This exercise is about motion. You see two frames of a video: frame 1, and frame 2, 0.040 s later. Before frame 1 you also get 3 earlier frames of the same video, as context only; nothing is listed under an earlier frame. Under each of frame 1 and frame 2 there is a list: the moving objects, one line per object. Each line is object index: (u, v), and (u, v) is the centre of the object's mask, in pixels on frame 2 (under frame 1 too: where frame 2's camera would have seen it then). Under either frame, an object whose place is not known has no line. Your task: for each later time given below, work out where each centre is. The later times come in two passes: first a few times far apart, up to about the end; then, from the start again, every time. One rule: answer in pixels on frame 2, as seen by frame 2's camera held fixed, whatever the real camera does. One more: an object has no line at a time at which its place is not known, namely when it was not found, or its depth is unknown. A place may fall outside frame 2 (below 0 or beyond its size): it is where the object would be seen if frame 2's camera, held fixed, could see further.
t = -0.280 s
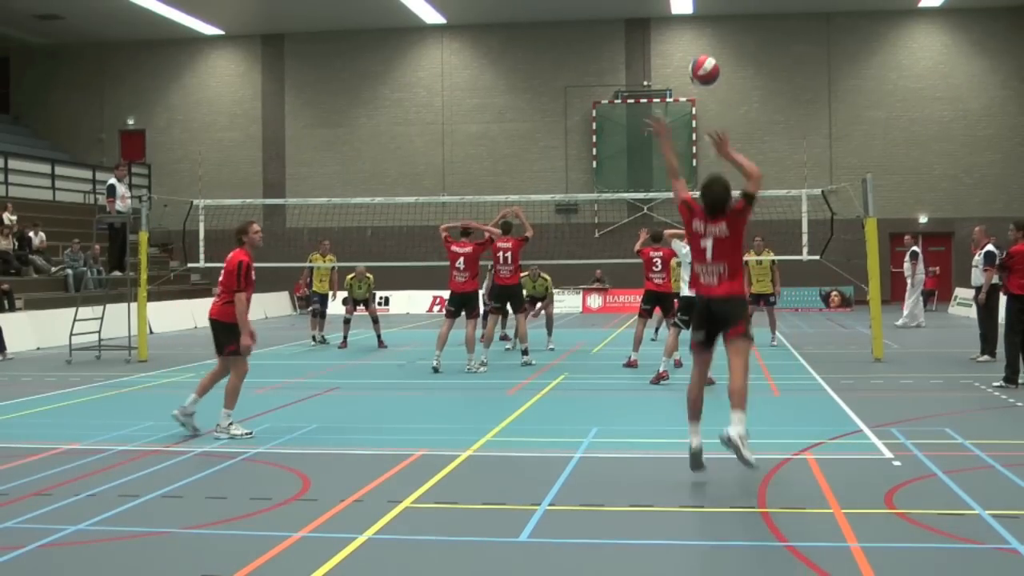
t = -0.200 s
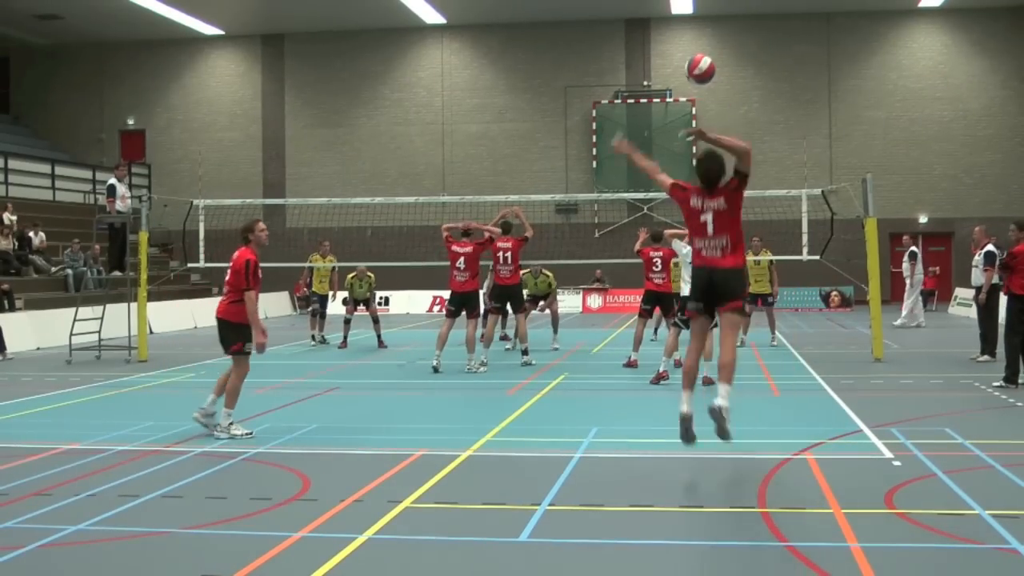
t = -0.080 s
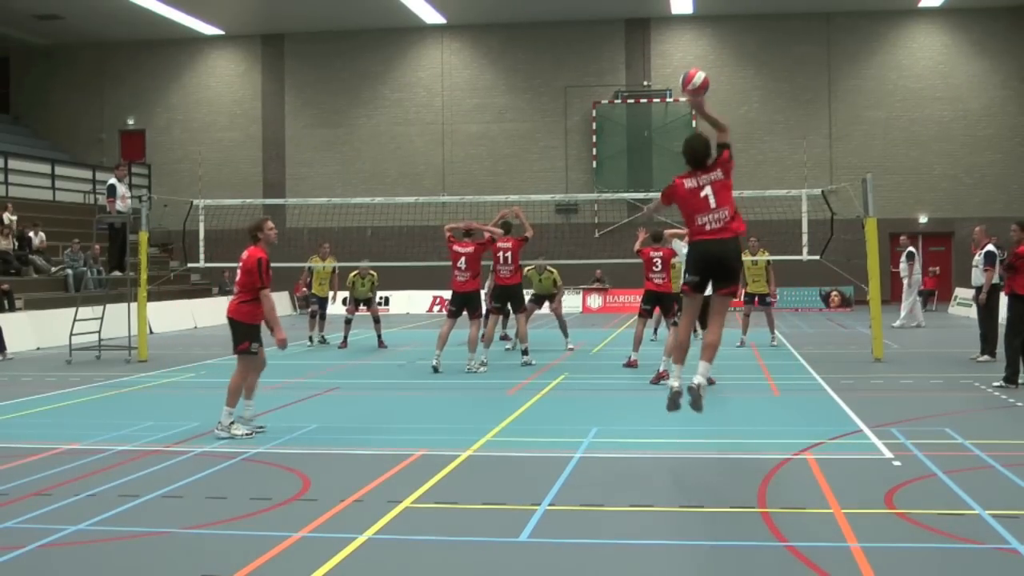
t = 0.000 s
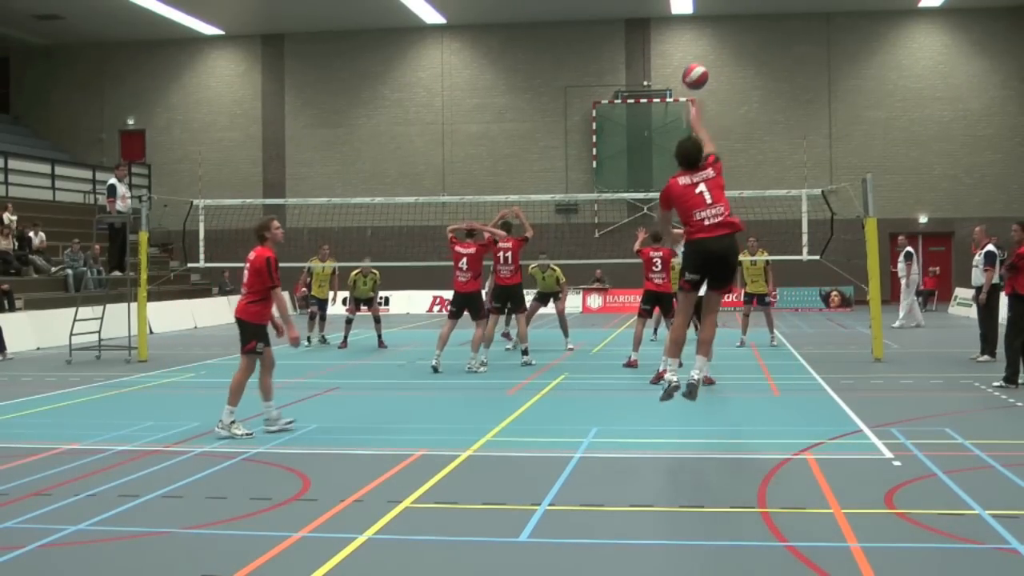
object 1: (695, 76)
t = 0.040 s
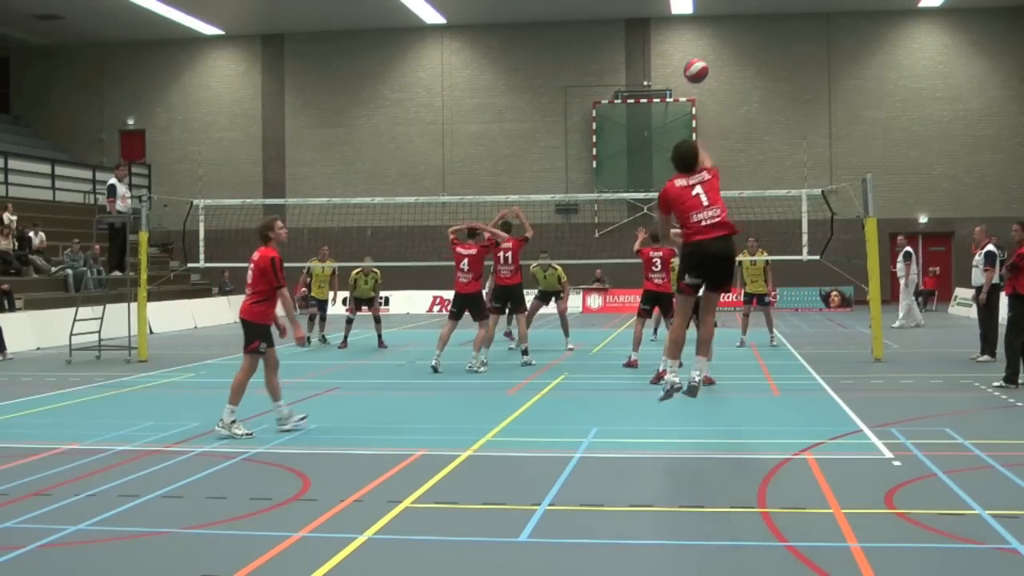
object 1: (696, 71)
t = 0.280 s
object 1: (711, 73)
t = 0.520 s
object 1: (720, 106)
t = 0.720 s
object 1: (728, 149)
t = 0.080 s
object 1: (697, 67)
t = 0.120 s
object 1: (699, 65)
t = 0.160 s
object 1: (701, 65)
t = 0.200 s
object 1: (705, 67)
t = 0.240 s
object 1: (708, 69)
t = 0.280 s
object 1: (711, 73)
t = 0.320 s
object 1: (713, 77)
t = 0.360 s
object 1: (715, 81)
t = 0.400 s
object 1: (717, 87)
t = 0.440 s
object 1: (718, 93)
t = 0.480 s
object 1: (719, 99)
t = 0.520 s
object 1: (720, 106)
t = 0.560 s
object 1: (721, 113)
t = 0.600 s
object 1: (722, 122)
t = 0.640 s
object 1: (724, 130)
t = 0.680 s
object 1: (726, 139)
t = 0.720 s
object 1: (728, 149)
